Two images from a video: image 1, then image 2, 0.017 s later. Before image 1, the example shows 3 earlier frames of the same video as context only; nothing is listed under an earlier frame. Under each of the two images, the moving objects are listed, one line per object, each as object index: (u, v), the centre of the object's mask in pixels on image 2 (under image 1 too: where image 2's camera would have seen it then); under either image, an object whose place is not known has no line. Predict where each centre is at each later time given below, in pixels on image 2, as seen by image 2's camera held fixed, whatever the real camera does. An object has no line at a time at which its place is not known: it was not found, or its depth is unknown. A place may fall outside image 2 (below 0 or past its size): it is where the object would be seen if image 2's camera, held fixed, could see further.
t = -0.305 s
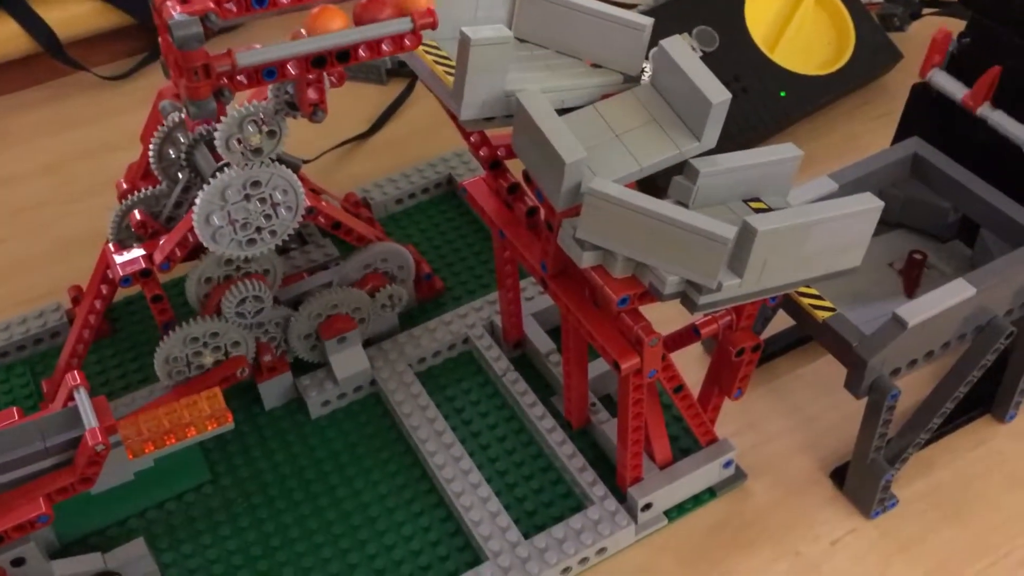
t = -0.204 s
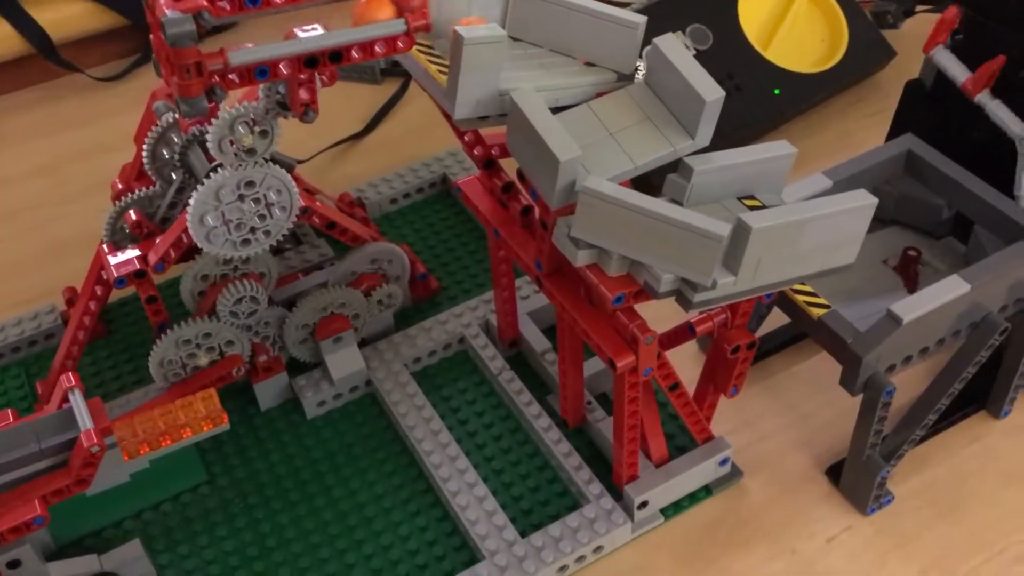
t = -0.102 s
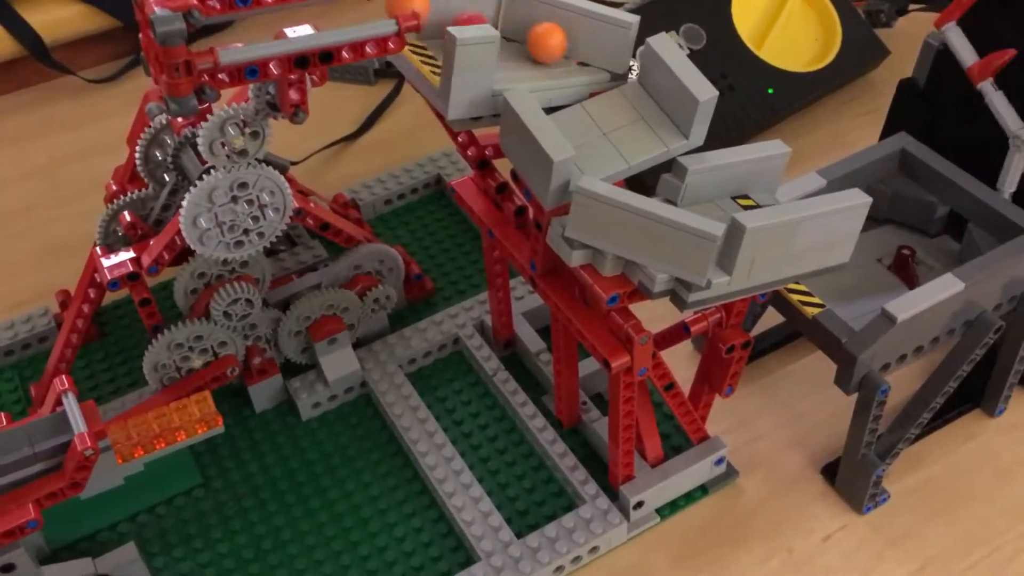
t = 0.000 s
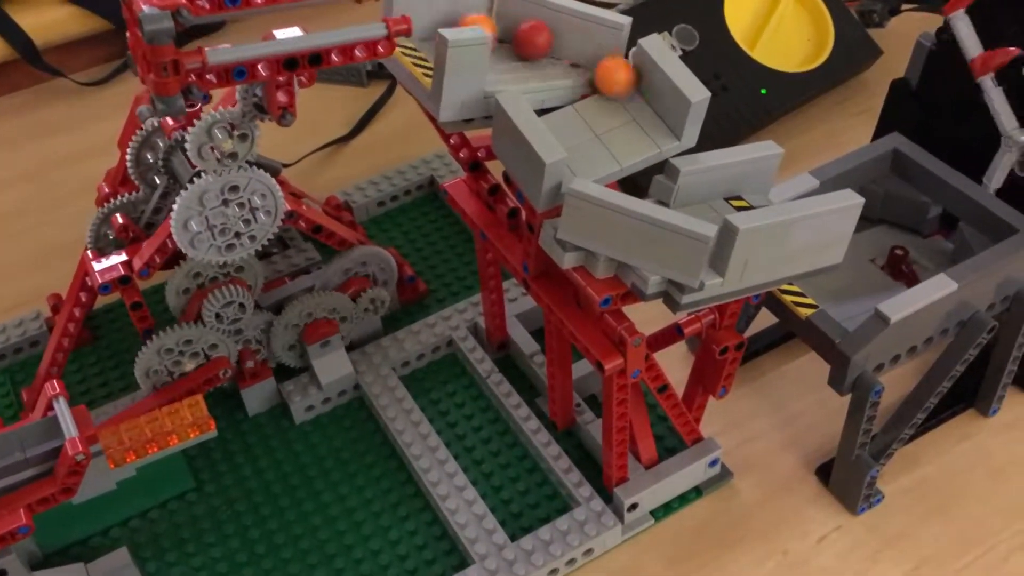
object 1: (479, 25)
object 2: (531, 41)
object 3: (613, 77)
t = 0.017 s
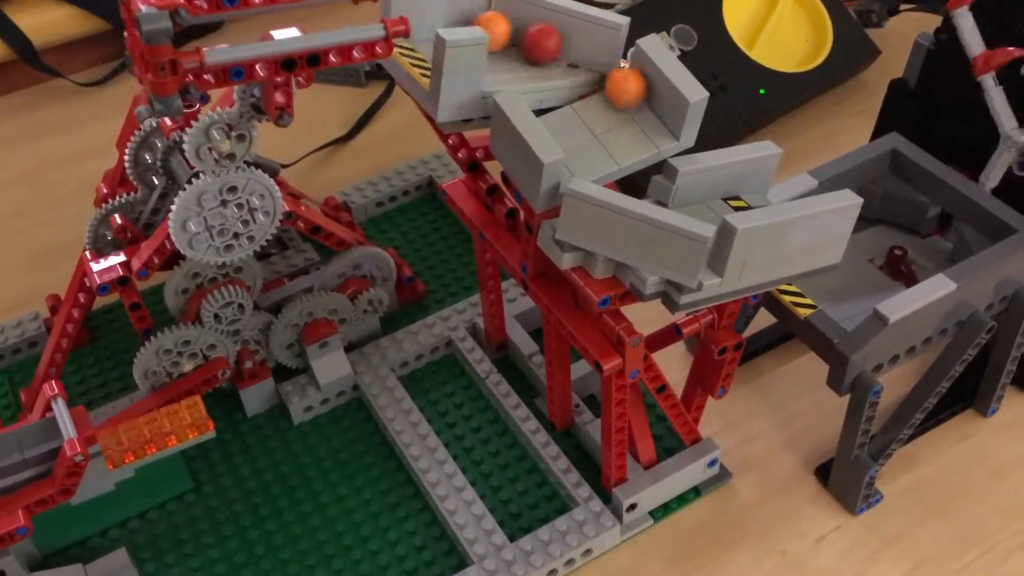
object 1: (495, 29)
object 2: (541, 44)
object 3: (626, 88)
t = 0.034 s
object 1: (503, 31)
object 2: (552, 47)
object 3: (634, 99)
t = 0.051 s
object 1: (509, 36)
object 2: (563, 51)
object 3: (644, 111)
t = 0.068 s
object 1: (520, 39)
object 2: (574, 55)
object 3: (655, 125)
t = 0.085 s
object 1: (531, 41)
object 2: (586, 58)
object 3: (665, 138)
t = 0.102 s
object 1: (541, 44)
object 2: (599, 62)
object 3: (678, 156)
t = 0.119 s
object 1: (552, 48)
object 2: (609, 75)
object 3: (689, 180)
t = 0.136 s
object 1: (563, 51)
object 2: (621, 84)
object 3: (701, 203)
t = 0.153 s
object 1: (574, 54)
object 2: (631, 94)
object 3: (712, 212)
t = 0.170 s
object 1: (586, 58)
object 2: (641, 107)
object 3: (715, 206)
